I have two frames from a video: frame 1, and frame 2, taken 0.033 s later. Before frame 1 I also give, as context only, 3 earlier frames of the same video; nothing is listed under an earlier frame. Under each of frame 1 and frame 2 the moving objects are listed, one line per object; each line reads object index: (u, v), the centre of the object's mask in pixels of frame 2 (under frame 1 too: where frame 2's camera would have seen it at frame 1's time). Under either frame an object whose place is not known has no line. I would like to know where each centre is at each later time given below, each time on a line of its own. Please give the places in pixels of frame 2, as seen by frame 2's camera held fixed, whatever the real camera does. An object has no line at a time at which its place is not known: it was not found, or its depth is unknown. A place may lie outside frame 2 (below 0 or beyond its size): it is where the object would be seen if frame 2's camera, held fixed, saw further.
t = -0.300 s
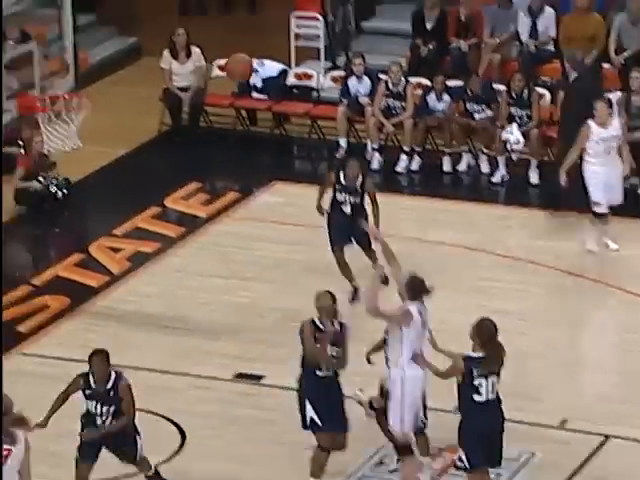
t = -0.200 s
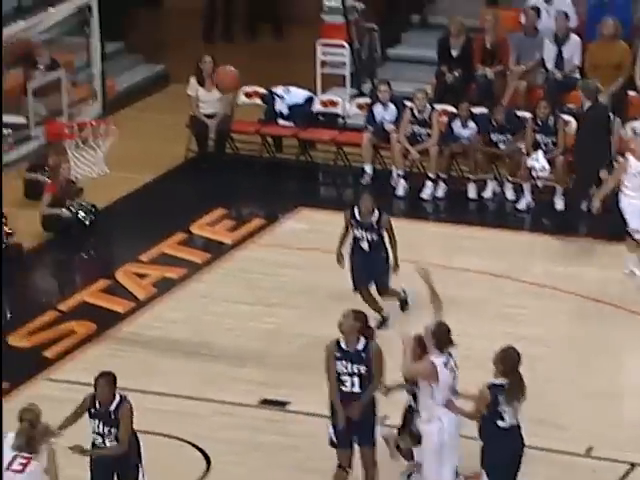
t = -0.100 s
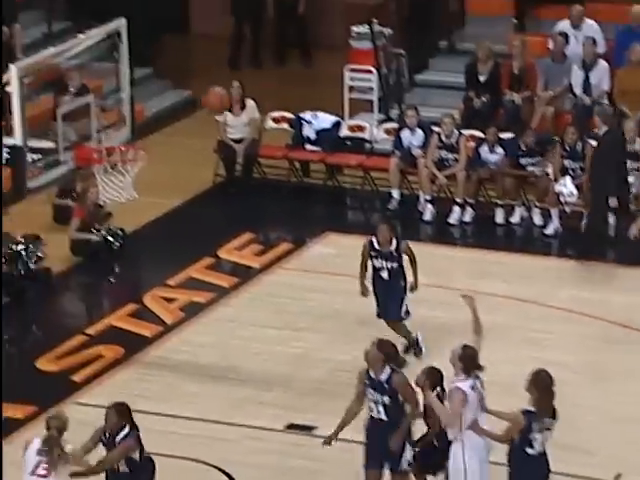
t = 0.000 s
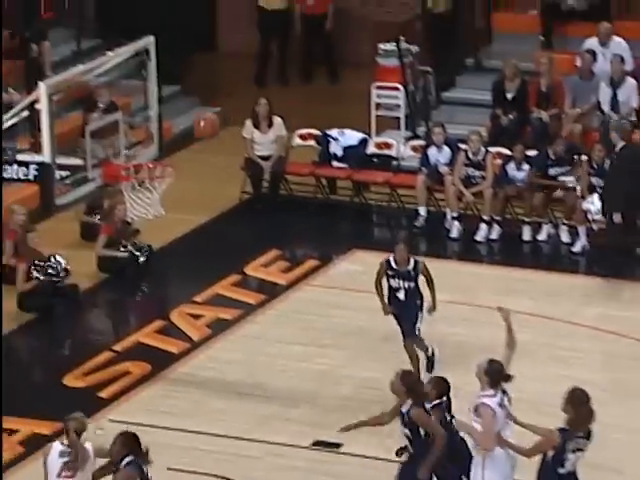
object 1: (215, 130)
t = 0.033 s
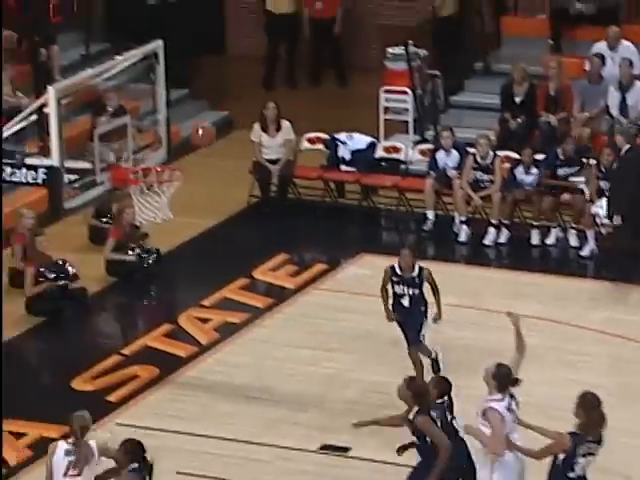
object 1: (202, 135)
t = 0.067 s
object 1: (187, 139)
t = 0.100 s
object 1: (179, 148)
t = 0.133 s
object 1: (167, 157)
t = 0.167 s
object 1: (154, 165)
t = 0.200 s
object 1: (144, 176)
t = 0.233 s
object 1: (135, 181)
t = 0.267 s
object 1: (132, 178)
